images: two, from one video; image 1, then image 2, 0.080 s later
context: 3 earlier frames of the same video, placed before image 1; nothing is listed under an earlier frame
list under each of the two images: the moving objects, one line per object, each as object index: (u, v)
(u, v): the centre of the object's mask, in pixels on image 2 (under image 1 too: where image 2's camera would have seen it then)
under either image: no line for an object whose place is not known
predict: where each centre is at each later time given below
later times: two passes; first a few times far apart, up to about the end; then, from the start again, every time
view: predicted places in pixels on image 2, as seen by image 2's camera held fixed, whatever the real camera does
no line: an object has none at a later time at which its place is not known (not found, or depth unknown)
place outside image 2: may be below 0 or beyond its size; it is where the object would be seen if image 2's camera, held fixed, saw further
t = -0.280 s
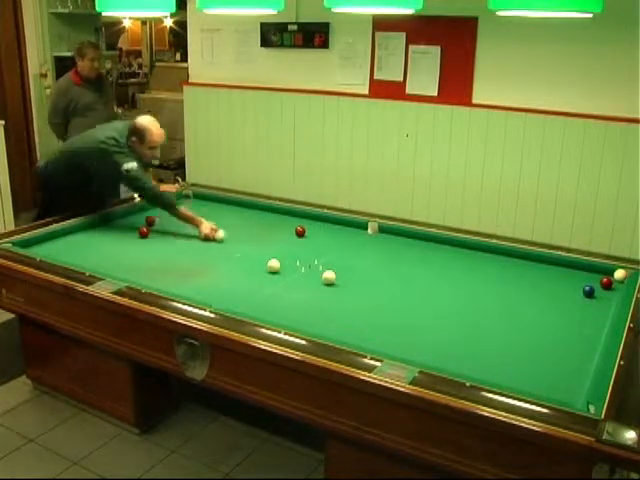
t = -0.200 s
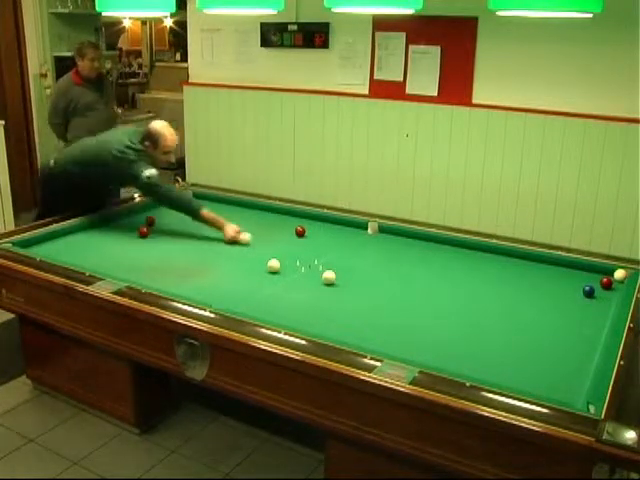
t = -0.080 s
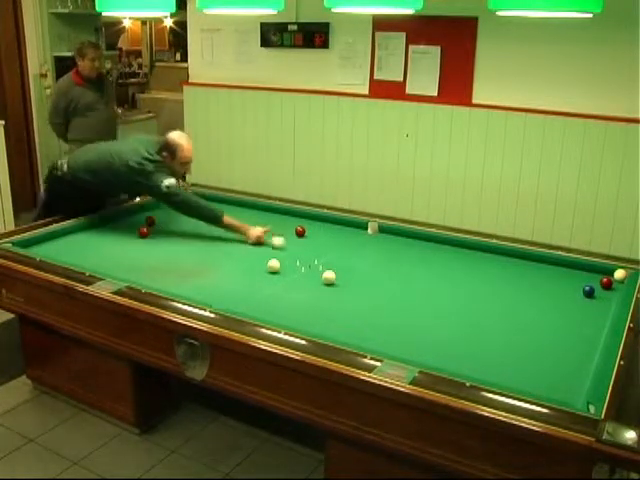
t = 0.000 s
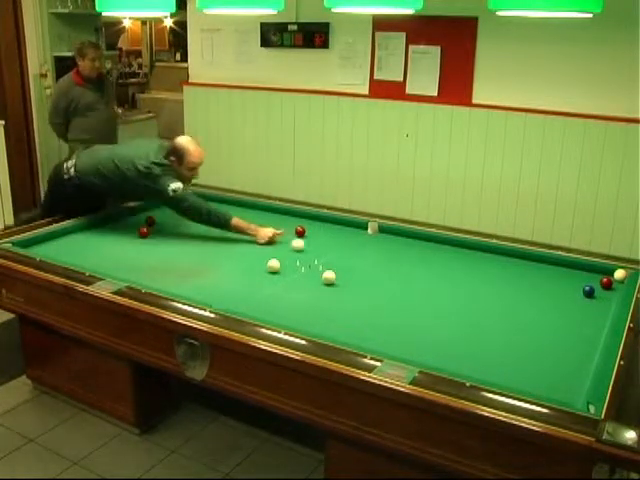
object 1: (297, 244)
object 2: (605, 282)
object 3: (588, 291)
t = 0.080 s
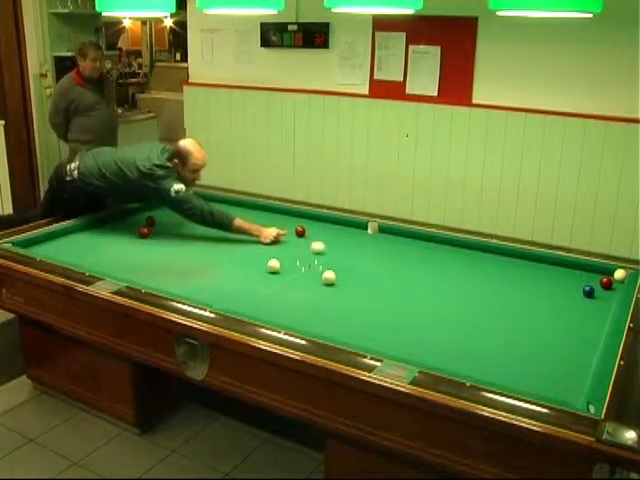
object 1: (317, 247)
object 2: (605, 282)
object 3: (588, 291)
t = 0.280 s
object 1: (368, 252)
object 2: (606, 282)
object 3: (588, 291)
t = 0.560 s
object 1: (443, 263)
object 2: (606, 282)
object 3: (588, 291)
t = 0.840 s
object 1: (519, 272)
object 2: (606, 282)
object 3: (588, 291)
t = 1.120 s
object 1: (594, 281)
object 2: (611, 282)
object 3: (588, 291)
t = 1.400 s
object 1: (614, 290)
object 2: (589, 273)
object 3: (588, 291)
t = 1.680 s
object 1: (598, 289)
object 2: (561, 265)
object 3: (585, 291)
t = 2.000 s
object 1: (590, 288)
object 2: (531, 262)
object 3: (572, 292)
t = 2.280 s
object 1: (584, 286)
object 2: (506, 260)
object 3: (561, 293)
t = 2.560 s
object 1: (579, 285)
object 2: (482, 258)
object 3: (551, 293)
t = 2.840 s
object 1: (575, 284)
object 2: (459, 255)
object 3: (542, 293)
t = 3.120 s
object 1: (571, 283)
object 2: (437, 253)
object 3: (534, 294)
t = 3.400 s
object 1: (569, 283)
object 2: (415, 250)
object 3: (527, 294)
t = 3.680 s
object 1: (567, 283)
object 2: (395, 249)
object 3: (520, 294)
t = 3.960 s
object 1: (566, 282)
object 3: (514, 294)
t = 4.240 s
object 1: (566, 282)
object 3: (509, 294)
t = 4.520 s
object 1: (566, 282)
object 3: (505, 294)
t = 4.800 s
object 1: (566, 282)
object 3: (502, 295)
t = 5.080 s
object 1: (566, 282)
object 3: (499, 295)
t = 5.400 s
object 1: (566, 282)
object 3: (497, 295)
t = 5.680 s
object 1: (566, 282)
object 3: (497, 295)
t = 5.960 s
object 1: (566, 282)
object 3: (497, 295)
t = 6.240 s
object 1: (566, 282)
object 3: (497, 295)
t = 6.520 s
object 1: (566, 282)
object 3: (497, 295)
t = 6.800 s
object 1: (566, 282)
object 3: (497, 295)
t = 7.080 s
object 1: (566, 282)
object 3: (497, 295)
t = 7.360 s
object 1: (566, 282)
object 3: (497, 295)
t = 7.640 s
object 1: (566, 282)
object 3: (497, 295)
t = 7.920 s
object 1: (567, 282)
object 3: (497, 295)
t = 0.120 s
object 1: (327, 248)
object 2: (605, 282)
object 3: (588, 291)
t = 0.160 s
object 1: (337, 249)
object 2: (605, 282)
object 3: (588, 291)
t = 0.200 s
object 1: (347, 250)
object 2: (605, 282)
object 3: (588, 291)
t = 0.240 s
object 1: (358, 251)
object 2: (605, 282)
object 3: (588, 291)
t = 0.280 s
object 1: (368, 252)
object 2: (606, 282)
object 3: (588, 291)
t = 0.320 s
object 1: (378, 254)
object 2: (605, 282)
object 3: (588, 291)
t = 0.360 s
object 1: (390, 255)
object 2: (605, 282)
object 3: (588, 291)
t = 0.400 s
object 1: (400, 257)
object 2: (605, 282)
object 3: (588, 291)
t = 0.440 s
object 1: (411, 259)
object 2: (605, 282)
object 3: (588, 291)
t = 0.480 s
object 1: (421, 260)
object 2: (605, 282)
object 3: (588, 291)
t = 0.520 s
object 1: (432, 261)
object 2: (606, 282)
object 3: (588, 291)
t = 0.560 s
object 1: (443, 263)
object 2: (606, 282)
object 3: (588, 291)
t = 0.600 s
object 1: (454, 264)
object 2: (605, 282)
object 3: (588, 291)
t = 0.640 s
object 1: (464, 265)
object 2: (605, 282)
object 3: (588, 291)
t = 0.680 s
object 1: (476, 267)
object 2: (606, 282)
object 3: (588, 291)
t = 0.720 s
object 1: (487, 268)
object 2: (606, 282)
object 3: (588, 291)
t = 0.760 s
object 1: (497, 269)
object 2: (606, 282)
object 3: (588, 291)
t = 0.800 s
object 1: (508, 271)
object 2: (606, 282)
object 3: (588, 291)
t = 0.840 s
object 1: (519, 272)
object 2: (606, 282)
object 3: (588, 291)
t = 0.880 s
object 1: (531, 274)
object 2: (606, 282)
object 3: (588, 291)
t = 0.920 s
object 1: (542, 275)
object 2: (606, 282)
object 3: (588, 291)
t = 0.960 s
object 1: (553, 277)
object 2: (606, 282)
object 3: (588, 291)
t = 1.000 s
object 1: (565, 278)
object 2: (606, 282)
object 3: (588, 291)
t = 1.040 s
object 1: (576, 280)
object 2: (606, 282)
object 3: (588, 291)
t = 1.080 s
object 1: (587, 280)
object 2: (606, 282)
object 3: (588, 291)
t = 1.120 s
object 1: (594, 281)
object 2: (611, 282)
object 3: (588, 291)
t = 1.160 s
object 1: (597, 283)
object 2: (617, 283)
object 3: (588, 291)
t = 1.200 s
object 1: (600, 284)
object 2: (612, 280)
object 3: (588, 291)
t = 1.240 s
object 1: (602, 286)
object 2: (608, 277)
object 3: (588, 291)
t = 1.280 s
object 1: (606, 287)
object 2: (601, 276)
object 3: (588, 291)
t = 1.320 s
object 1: (610, 289)
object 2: (598, 275)
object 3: (588, 291)
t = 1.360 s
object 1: (614, 290)
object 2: (594, 274)
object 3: (588, 291)
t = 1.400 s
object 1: (614, 290)
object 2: (589, 273)
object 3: (588, 291)
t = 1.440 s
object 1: (611, 290)
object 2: (585, 271)
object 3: (588, 291)
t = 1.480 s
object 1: (608, 290)
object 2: (581, 270)
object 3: (588, 291)
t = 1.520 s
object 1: (605, 290)
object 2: (578, 269)
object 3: (588, 291)
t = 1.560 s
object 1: (604, 290)
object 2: (573, 267)
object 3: (588, 291)
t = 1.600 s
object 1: (601, 289)
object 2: (570, 267)
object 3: (588, 291)
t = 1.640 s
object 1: (599, 289)
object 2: (565, 266)
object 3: (586, 291)
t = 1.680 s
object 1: (598, 289)
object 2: (561, 265)
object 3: (585, 291)
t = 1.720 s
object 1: (597, 289)
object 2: (558, 265)
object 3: (583, 291)
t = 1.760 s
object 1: (596, 289)
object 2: (553, 264)
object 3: (581, 291)
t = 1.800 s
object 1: (595, 289)
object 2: (551, 264)
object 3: (580, 291)
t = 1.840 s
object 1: (594, 289)
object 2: (546, 264)
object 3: (578, 291)
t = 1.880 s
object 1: (593, 288)
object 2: (543, 263)
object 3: (577, 292)
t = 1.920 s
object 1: (592, 288)
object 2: (538, 263)
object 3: (575, 292)
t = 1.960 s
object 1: (591, 288)
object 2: (535, 262)
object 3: (573, 291)
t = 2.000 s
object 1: (590, 288)
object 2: (531, 262)
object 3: (572, 292)
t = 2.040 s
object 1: (589, 287)
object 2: (527, 261)
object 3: (570, 291)
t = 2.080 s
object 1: (588, 287)
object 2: (524, 261)
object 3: (569, 292)
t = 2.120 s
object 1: (587, 287)
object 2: (520, 260)
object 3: (567, 292)
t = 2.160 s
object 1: (587, 287)
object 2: (517, 261)
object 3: (566, 292)
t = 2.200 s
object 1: (586, 287)
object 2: (514, 260)
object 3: (564, 292)
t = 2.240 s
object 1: (585, 286)
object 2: (510, 260)
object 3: (563, 293)
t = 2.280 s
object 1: (584, 286)
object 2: (506, 260)
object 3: (561, 293)
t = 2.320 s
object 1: (583, 286)
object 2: (502, 259)
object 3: (560, 293)
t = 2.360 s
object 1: (583, 286)
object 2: (499, 260)
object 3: (558, 293)
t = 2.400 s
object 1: (582, 286)
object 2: (496, 259)
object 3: (557, 293)
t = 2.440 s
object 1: (580, 285)
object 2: (492, 258)
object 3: (556, 293)
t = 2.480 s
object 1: (580, 285)
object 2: (488, 259)
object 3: (554, 293)
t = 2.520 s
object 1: (579, 285)
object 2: (485, 258)
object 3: (553, 293)
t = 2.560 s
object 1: (579, 285)
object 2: (482, 258)
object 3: (551, 293)
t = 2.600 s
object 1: (578, 285)
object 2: (479, 257)
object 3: (550, 293)
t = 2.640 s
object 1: (577, 285)
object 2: (476, 258)
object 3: (549, 293)
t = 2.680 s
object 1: (577, 285)
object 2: (472, 258)
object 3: (547, 293)
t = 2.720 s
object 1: (576, 285)
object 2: (469, 257)
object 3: (546, 293)
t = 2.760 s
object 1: (576, 285)
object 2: (465, 256)
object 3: (545, 293)
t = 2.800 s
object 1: (575, 284)
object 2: (462, 255)
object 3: (543, 293)
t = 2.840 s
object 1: (575, 284)
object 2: (459, 255)
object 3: (542, 293)
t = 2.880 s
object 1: (574, 284)
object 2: (457, 255)
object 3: (541, 293)
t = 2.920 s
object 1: (573, 284)
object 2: (453, 254)
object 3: (540, 293)
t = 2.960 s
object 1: (573, 284)
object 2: (449, 254)
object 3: (538, 294)
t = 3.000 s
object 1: (573, 283)
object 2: (446, 254)
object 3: (537, 294)
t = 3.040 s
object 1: (572, 284)
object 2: (442, 253)
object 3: (536, 294)
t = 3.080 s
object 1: (572, 283)
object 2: (440, 253)
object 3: (535, 294)
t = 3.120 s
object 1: (571, 283)
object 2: (437, 253)
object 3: (534, 294)
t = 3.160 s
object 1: (571, 283)
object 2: (433, 253)
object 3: (533, 294)
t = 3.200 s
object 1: (571, 283)
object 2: (430, 253)
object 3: (532, 294)
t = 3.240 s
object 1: (570, 283)
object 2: (427, 252)
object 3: (531, 294)
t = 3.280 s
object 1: (569, 283)
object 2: (424, 251)
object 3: (529, 294)
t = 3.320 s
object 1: (569, 283)
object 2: (421, 251)
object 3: (529, 293)
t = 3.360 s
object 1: (569, 283)
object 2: (419, 251)
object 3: (527, 294)
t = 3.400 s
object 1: (569, 283)
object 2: (415, 250)
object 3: (527, 294)
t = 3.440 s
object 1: (569, 283)
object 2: (412, 250)
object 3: (525, 294)
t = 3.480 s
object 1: (568, 283)
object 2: (409, 250)
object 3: (525, 294)
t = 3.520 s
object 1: (568, 283)
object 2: (407, 250)
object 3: (524, 294)
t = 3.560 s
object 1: (568, 282)
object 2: (404, 249)
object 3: (523, 294)
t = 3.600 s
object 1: (568, 283)
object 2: (401, 249)
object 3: (522, 294)
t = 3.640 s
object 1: (568, 283)
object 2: (398, 249)
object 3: (521, 294)
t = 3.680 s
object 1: (567, 283)
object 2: (395, 249)
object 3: (520, 294)
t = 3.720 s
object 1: (568, 282)
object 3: (519, 294)
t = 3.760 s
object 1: (567, 283)
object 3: (518, 294)
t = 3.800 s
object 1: (567, 282)
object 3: (517, 294)
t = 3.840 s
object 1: (567, 282)
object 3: (517, 294)
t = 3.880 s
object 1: (567, 282)
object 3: (516, 294)
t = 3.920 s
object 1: (566, 282)
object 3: (515, 294)
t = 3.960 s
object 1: (566, 282)
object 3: (514, 294)
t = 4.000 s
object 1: (566, 282)
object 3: (513, 294)
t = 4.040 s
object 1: (567, 282)
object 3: (513, 294)
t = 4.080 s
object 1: (566, 282)
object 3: (512, 294)
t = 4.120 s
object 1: (566, 282)
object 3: (511, 294)
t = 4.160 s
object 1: (566, 282)
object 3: (511, 294)
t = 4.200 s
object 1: (566, 282)
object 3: (510, 294)
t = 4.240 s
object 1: (566, 282)
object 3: (509, 294)
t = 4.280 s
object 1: (566, 282)
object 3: (508, 294)
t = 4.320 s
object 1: (566, 282)
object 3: (508, 294)
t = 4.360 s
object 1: (567, 282)
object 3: (507, 294)
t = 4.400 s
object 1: (566, 282)
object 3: (506, 295)
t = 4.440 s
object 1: (566, 282)
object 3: (506, 295)
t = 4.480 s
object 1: (566, 282)
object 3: (506, 295)
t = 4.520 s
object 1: (566, 282)
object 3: (505, 294)
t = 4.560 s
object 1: (566, 282)
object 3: (504, 295)
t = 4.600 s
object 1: (566, 282)
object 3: (504, 294)
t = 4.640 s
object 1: (566, 282)
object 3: (503, 295)
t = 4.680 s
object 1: (566, 282)
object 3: (503, 294)
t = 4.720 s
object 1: (566, 282)
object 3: (502, 295)
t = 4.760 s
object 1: (566, 282)
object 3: (502, 295)
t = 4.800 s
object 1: (566, 282)
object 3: (502, 295)
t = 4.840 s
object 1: (566, 282)
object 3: (501, 295)
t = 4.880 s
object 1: (566, 282)
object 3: (501, 295)
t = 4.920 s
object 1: (566, 282)
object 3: (500, 294)
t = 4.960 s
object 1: (566, 282)
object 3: (500, 295)
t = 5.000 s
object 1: (566, 282)
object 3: (499, 295)
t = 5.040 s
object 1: (566, 282)
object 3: (499, 295)
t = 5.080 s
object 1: (566, 282)
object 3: (499, 295)
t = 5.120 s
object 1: (566, 282)
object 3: (499, 295)
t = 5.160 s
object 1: (566, 282)
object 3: (498, 295)
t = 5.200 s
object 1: (566, 282)
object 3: (498, 295)
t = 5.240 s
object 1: (566, 282)
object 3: (498, 295)
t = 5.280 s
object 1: (566, 282)
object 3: (498, 295)
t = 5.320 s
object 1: (566, 282)
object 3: (498, 294)
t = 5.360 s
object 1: (566, 282)
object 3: (497, 294)
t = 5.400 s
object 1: (566, 282)
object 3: (497, 295)
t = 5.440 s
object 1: (566, 282)
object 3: (497, 295)
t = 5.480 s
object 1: (566, 282)
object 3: (497, 295)
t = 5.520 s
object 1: (566, 282)
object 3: (497, 295)
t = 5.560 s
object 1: (566, 282)
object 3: (497, 295)
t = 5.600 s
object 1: (566, 282)
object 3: (497, 295)
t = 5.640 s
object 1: (566, 282)
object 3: (497, 295)
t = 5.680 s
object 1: (566, 282)
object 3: (497, 295)
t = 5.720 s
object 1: (566, 282)
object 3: (497, 295)
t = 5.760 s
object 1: (566, 282)
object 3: (497, 295)
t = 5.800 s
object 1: (566, 282)
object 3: (497, 295)
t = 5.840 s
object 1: (566, 282)
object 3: (497, 295)
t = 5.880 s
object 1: (566, 282)
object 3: (497, 295)
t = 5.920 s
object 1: (566, 282)
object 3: (497, 295)
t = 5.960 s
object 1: (566, 282)
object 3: (497, 295)
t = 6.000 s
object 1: (566, 282)
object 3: (497, 295)
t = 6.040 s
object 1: (566, 282)
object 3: (497, 295)
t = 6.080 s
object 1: (566, 282)
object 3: (497, 295)
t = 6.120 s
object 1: (566, 282)
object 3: (497, 295)
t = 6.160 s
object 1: (566, 282)
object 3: (497, 295)
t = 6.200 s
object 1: (566, 282)
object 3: (497, 295)
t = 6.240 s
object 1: (566, 282)
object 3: (497, 295)
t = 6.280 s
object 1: (566, 282)
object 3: (497, 295)
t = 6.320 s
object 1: (566, 282)
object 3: (497, 295)
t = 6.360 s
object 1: (566, 282)
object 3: (497, 295)
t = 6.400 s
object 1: (566, 282)
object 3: (497, 295)
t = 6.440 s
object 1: (566, 282)
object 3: (497, 295)
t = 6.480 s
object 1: (566, 282)
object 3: (497, 295)
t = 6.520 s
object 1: (566, 282)
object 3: (497, 295)
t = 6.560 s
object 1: (566, 282)
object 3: (497, 295)
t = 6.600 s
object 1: (566, 282)
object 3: (497, 295)
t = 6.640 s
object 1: (566, 282)
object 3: (497, 295)
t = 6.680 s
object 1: (566, 282)
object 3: (497, 295)
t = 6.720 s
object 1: (566, 282)
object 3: (497, 295)
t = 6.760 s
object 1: (566, 282)
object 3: (497, 295)
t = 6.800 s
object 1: (566, 282)
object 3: (497, 295)
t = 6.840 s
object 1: (566, 282)
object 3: (497, 295)
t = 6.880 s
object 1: (566, 282)
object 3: (497, 295)
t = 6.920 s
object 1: (566, 282)
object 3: (497, 295)
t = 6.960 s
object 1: (566, 282)
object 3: (497, 295)
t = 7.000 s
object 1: (566, 282)
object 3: (497, 295)
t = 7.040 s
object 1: (566, 282)
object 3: (497, 295)
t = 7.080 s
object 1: (566, 282)
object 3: (497, 295)
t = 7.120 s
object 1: (566, 282)
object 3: (497, 295)
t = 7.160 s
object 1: (566, 282)
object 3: (497, 295)
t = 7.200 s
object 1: (566, 282)
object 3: (497, 295)
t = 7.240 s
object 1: (566, 282)
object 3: (497, 295)
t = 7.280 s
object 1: (566, 282)
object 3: (497, 295)
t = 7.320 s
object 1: (566, 282)
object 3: (497, 295)
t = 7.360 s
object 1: (566, 282)
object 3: (497, 295)
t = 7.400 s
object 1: (566, 282)
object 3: (497, 295)
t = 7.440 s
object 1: (566, 282)
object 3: (497, 295)
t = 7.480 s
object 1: (566, 282)
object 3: (497, 295)
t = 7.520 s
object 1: (566, 282)
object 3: (497, 295)
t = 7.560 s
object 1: (566, 282)
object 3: (497, 295)
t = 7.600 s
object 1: (566, 282)
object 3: (497, 295)
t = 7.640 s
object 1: (566, 282)
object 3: (497, 295)
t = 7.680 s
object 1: (566, 282)
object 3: (497, 295)
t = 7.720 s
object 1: (567, 282)
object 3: (497, 295)
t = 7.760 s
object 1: (567, 282)
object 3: (497, 295)
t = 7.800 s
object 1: (567, 282)
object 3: (497, 295)
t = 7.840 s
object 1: (567, 282)
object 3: (497, 295)
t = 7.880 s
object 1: (567, 282)
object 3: (497, 295)
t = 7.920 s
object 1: (567, 282)
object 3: (497, 295)
